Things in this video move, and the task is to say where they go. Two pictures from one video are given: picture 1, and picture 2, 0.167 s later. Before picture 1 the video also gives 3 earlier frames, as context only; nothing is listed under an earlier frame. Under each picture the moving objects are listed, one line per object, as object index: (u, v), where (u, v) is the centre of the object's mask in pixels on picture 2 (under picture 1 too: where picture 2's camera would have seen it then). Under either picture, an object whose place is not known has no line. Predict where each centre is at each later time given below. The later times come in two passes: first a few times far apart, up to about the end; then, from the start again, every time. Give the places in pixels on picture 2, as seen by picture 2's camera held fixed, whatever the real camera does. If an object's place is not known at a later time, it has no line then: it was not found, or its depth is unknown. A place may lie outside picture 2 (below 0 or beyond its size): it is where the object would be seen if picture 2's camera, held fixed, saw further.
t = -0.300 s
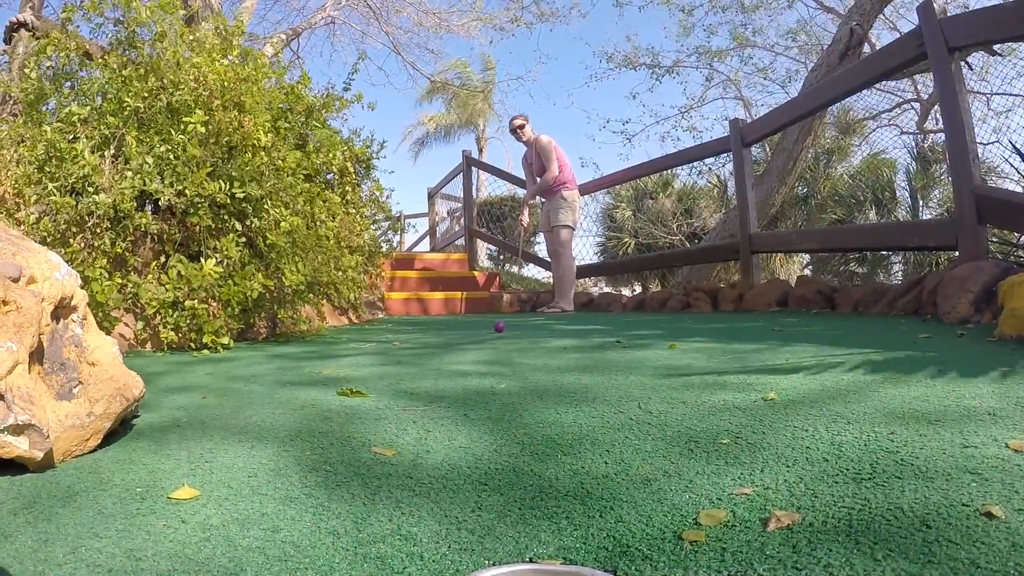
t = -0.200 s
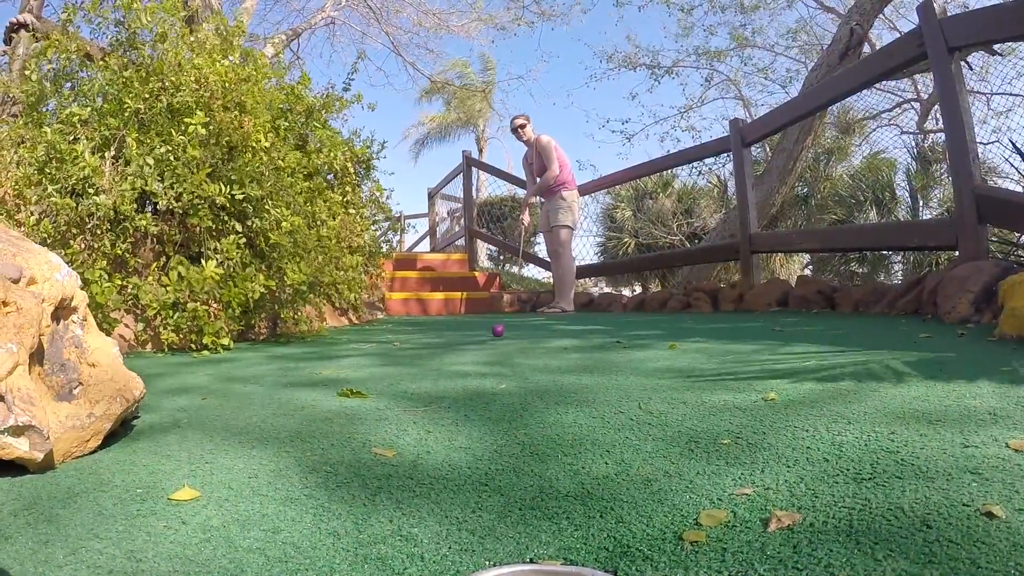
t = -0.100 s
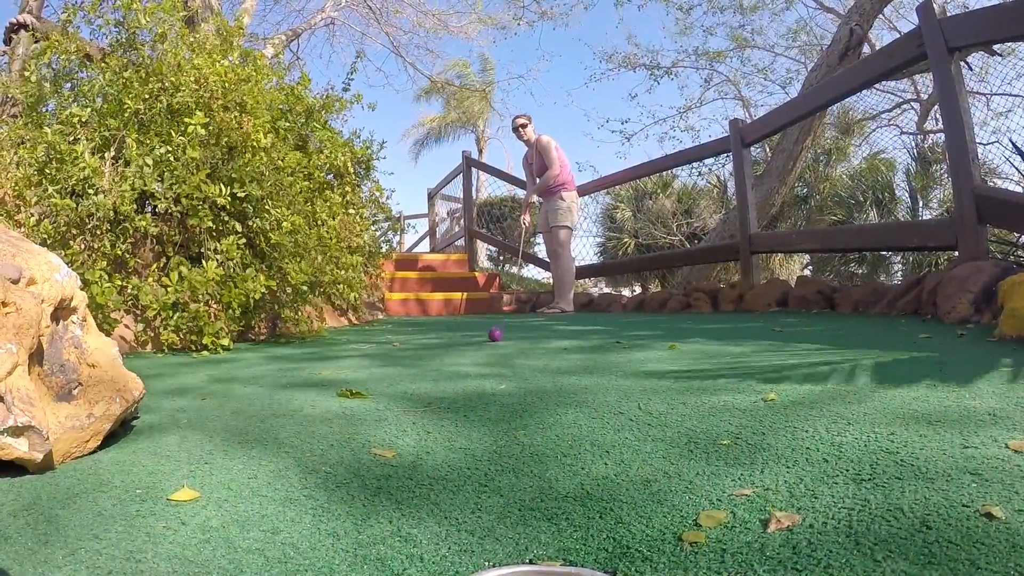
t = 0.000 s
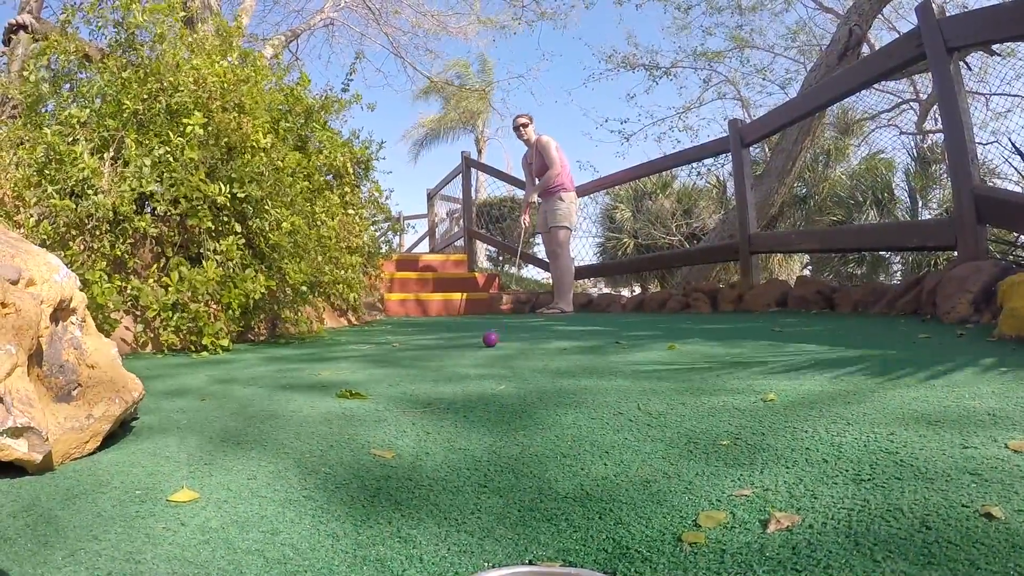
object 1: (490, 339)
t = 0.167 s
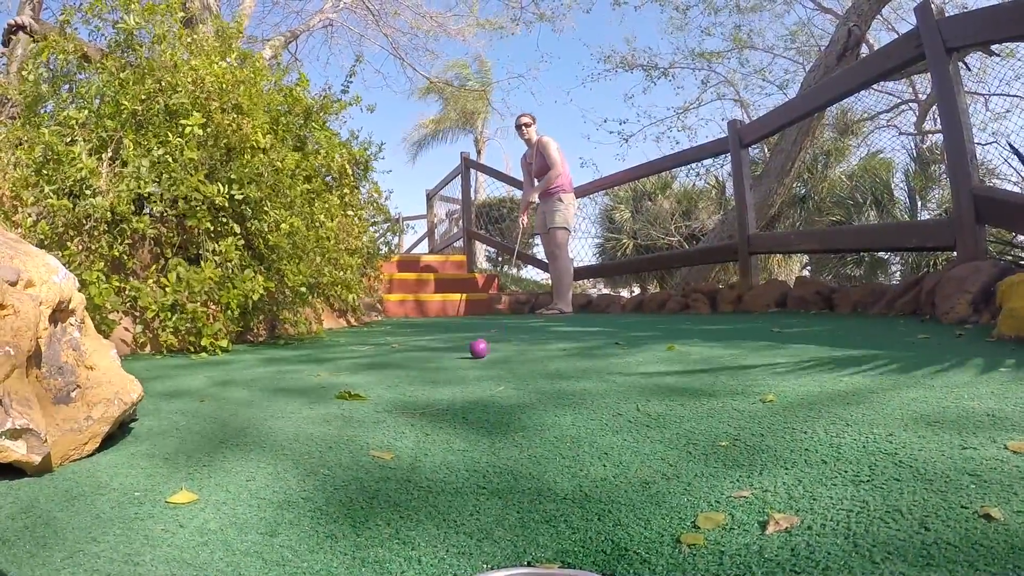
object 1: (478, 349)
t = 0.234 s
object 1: (473, 354)
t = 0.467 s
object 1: (437, 382)
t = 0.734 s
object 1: (330, 493)
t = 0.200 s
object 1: (476, 351)
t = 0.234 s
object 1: (473, 354)
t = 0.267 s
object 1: (469, 356)
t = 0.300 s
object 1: (465, 360)
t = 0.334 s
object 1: (461, 364)
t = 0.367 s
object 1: (456, 367)
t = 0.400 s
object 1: (450, 372)
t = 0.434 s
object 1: (445, 377)
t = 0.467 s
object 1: (437, 382)
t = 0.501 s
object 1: (429, 389)
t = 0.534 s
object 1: (419, 398)
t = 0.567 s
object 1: (410, 410)
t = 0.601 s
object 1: (398, 420)
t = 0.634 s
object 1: (385, 435)
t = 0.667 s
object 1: (370, 452)
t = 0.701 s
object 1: (352, 471)
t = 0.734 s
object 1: (330, 493)
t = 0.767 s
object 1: (304, 521)
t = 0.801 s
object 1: (272, 543)
